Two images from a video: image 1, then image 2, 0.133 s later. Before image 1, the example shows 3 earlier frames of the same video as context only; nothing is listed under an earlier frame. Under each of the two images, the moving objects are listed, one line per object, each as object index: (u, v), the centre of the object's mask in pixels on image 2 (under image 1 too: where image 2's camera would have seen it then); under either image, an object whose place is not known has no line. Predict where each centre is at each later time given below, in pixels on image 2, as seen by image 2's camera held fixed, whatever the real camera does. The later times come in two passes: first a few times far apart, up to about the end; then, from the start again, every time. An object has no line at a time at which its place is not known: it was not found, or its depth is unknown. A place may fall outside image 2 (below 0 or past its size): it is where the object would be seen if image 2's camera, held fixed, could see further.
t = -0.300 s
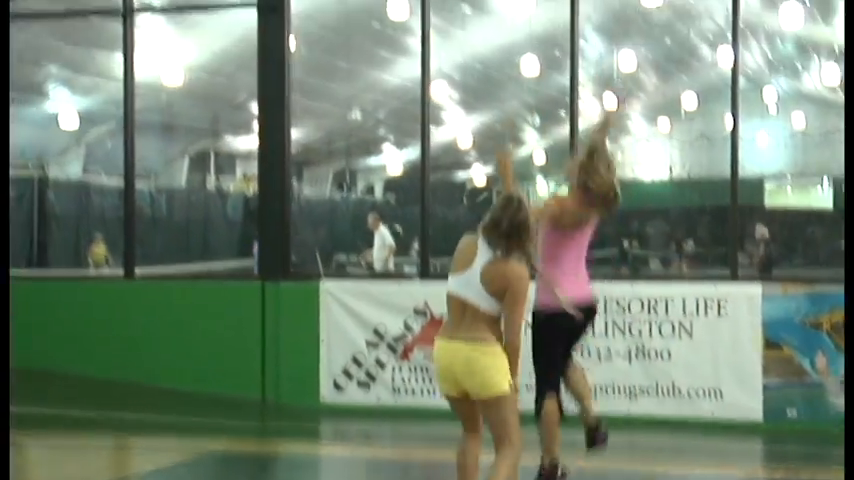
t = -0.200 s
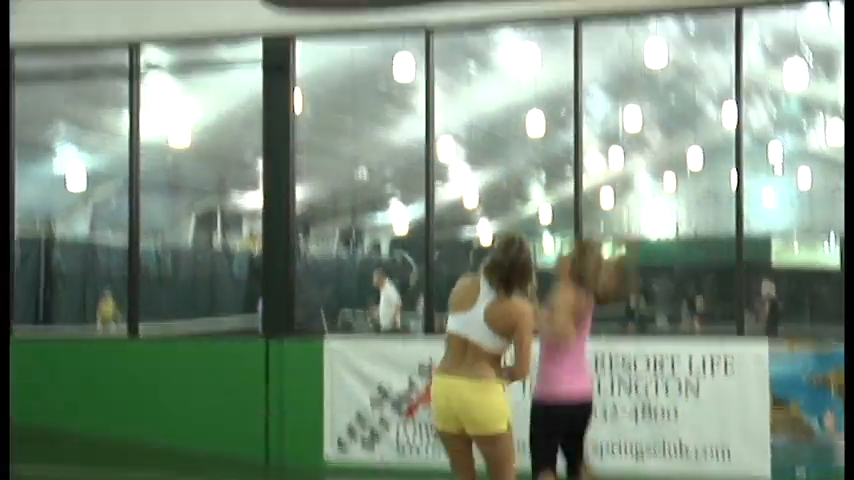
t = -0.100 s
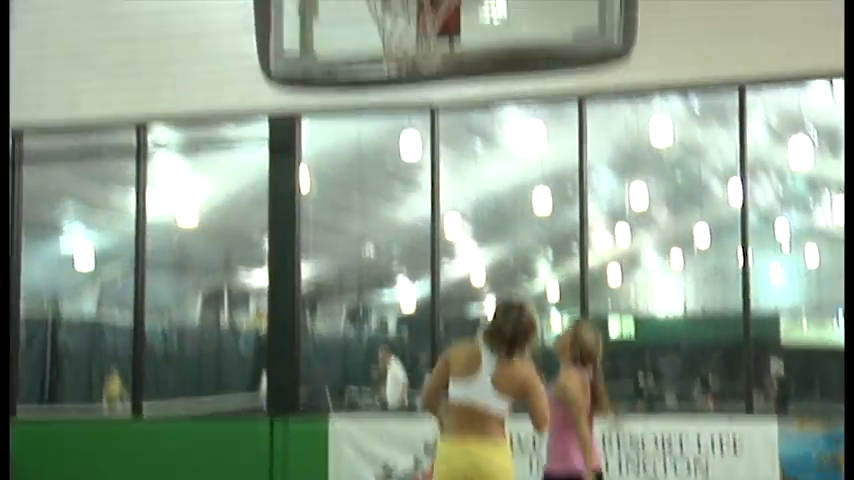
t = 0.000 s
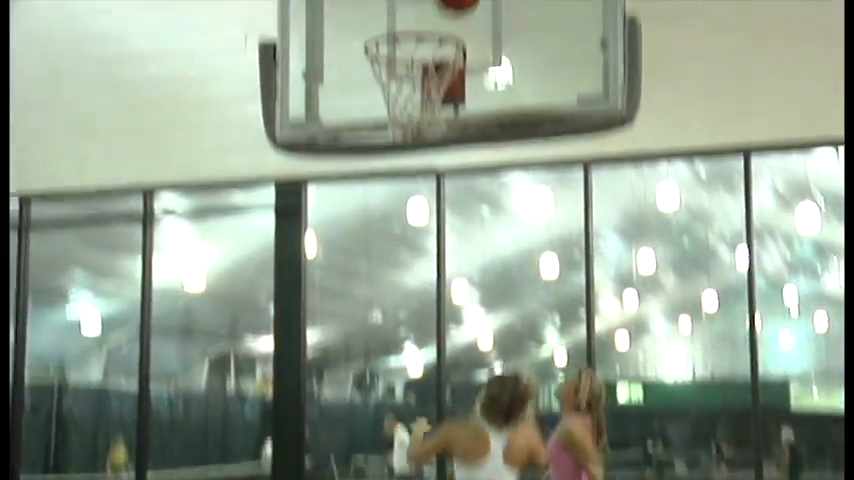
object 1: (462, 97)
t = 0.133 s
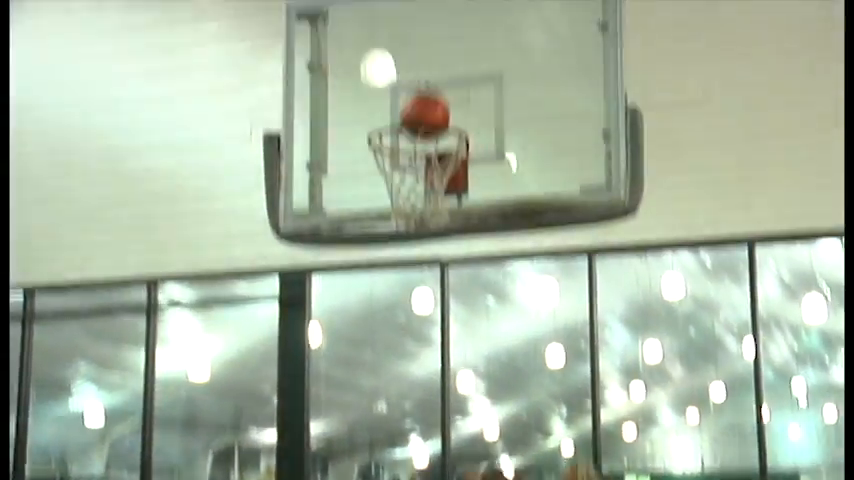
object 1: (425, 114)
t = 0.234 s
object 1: (410, 144)
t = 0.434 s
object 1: (411, 201)
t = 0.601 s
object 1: (429, 240)
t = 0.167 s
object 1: (421, 121)
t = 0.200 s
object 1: (416, 131)
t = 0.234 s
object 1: (410, 144)
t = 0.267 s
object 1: (407, 155)
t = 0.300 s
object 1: (403, 169)
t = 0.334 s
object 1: (403, 177)
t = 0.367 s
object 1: (404, 188)
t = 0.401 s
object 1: (408, 195)
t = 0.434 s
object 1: (411, 201)
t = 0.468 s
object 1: (414, 209)
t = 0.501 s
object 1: (418, 217)
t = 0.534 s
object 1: (425, 225)
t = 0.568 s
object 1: (426, 230)
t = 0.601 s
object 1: (429, 240)
